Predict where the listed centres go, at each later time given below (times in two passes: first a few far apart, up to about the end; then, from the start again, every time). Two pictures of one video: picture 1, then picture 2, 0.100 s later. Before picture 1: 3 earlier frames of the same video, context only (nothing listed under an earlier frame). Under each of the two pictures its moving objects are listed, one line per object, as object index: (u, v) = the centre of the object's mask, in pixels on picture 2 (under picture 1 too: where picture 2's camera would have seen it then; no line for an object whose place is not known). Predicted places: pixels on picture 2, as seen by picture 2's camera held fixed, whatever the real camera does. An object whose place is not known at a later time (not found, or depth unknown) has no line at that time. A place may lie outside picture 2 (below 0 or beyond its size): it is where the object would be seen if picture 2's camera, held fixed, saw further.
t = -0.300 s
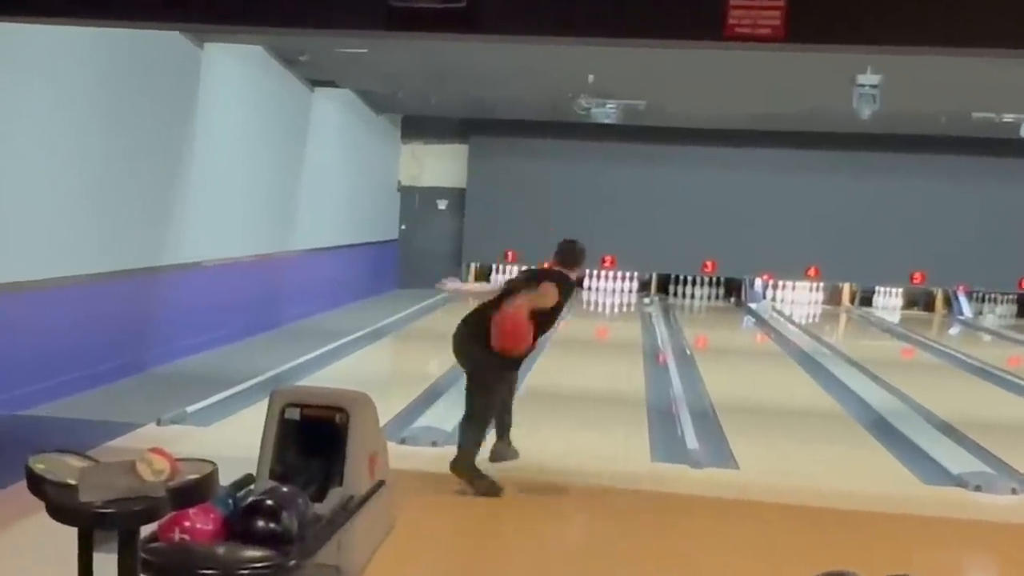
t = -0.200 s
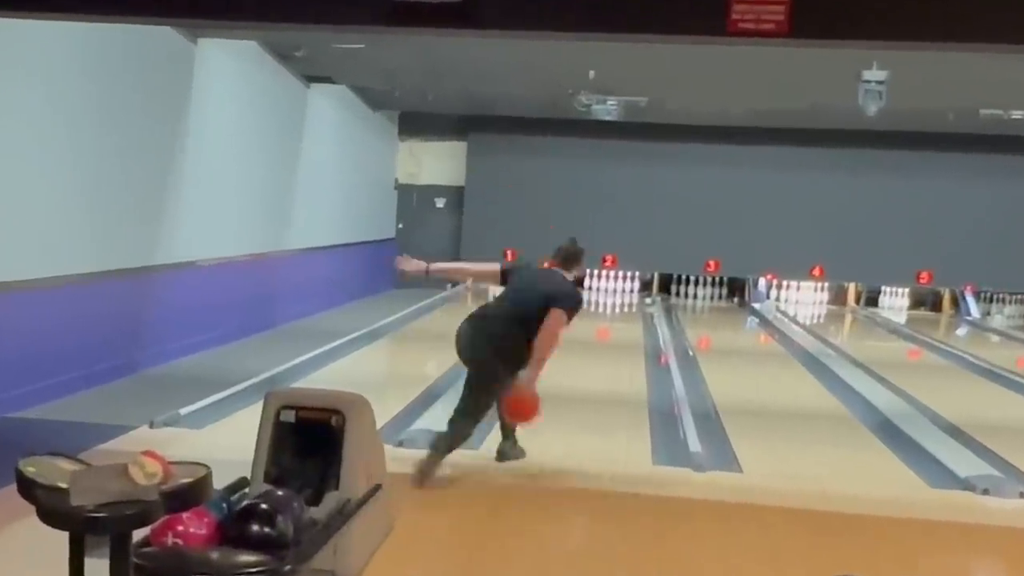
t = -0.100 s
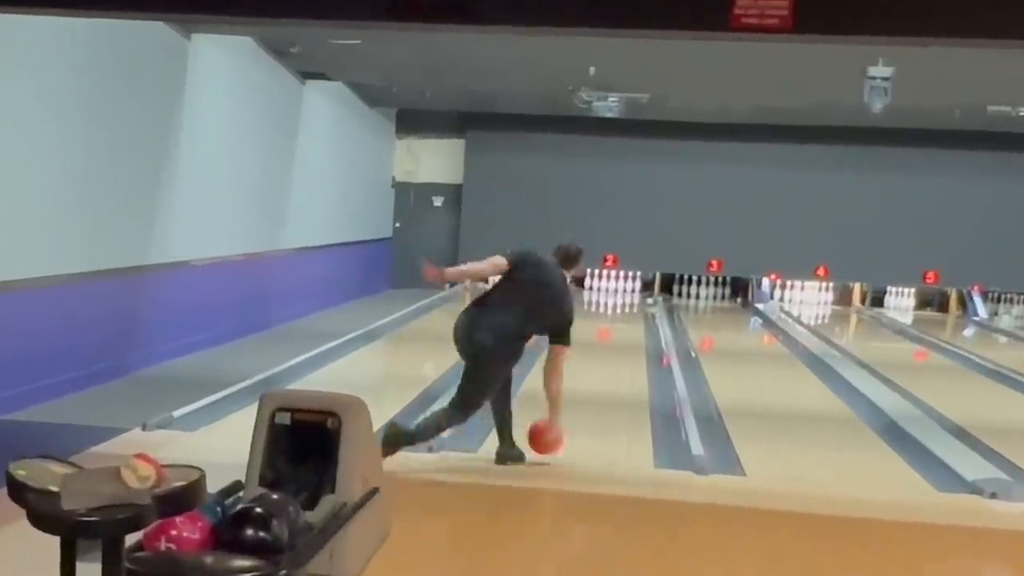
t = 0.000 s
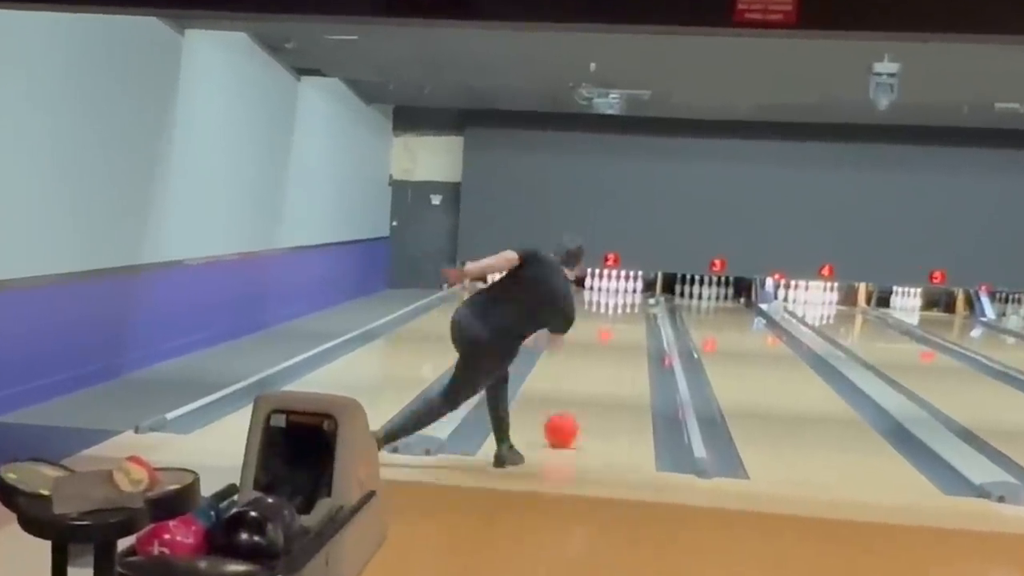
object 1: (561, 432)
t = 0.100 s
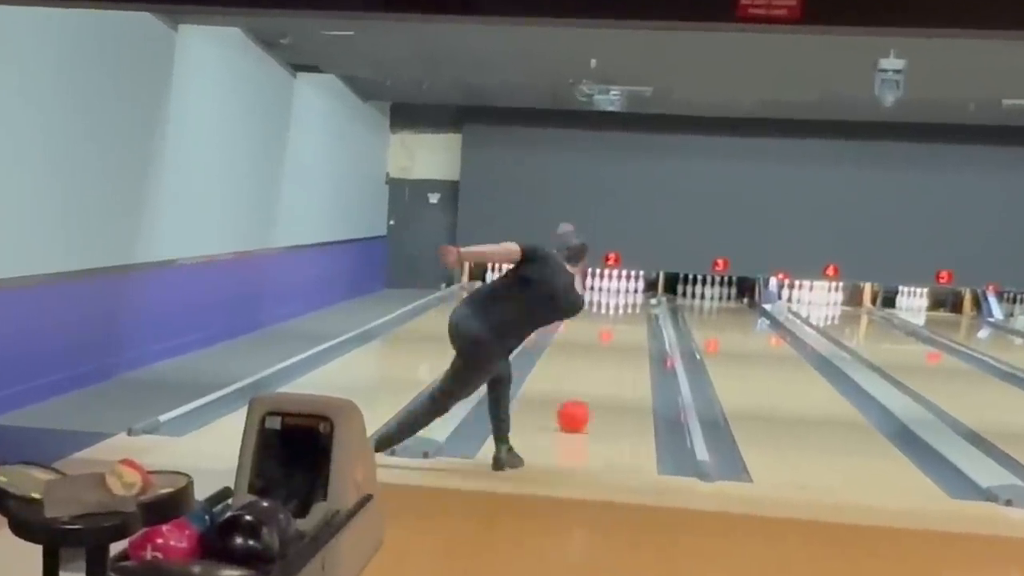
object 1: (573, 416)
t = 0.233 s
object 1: (586, 399)
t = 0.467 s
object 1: (604, 374)
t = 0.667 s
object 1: (615, 358)
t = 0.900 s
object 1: (625, 342)
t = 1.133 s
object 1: (632, 328)
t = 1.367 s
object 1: (637, 318)
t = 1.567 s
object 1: (638, 311)
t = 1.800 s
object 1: (637, 305)
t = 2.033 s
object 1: (625, 297)
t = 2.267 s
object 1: (616, 290)
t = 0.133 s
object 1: (577, 412)
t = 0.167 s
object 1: (580, 407)
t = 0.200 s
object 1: (583, 403)
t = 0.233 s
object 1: (586, 399)
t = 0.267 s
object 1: (589, 395)
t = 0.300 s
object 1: (592, 391)
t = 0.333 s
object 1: (595, 388)
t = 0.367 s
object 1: (597, 384)
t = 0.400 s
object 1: (600, 381)
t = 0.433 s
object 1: (602, 377)
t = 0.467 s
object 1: (604, 374)
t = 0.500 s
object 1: (607, 372)
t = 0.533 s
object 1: (609, 369)
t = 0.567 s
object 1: (611, 366)
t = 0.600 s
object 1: (612, 363)
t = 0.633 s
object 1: (614, 360)
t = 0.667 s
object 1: (615, 358)
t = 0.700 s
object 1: (619, 354)
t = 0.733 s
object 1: (620, 352)
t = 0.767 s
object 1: (621, 349)
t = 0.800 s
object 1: (621, 347)
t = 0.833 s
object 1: (623, 345)
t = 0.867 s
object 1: (624, 343)
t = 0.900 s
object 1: (625, 342)
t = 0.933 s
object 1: (627, 339)
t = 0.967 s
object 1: (628, 337)
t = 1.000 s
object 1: (628, 335)
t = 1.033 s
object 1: (630, 333)
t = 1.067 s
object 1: (631, 332)
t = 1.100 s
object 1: (632, 329)
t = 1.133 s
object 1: (632, 328)
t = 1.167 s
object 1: (634, 326)
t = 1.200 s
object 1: (635, 325)
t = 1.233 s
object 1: (635, 324)
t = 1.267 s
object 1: (636, 322)
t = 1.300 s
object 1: (636, 320)
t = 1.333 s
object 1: (637, 319)
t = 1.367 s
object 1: (637, 318)
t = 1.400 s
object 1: (640, 317)
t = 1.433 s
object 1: (638, 315)
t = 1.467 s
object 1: (638, 314)
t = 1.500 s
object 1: (638, 313)
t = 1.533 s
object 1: (638, 312)
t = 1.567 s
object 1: (638, 311)
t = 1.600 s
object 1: (638, 310)
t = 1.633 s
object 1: (638, 309)
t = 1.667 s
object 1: (638, 307)
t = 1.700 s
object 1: (637, 307)
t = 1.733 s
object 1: (637, 307)
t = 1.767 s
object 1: (637, 305)
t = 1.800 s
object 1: (637, 305)
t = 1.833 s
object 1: (635, 305)
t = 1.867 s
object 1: (633, 304)
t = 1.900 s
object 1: (632, 302)
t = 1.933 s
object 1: (631, 301)
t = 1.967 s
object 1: (629, 299)
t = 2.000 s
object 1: (627, 296)
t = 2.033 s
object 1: (625, 297)
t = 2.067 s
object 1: (624, 297)
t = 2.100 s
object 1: (624, 296)
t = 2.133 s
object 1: (623, 297)
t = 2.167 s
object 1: (622, 294)
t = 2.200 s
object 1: (619, 292)
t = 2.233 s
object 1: (617, 291)
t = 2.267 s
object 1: (616, 290)
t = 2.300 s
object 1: (615, 290)
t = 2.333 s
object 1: (616, 289)
